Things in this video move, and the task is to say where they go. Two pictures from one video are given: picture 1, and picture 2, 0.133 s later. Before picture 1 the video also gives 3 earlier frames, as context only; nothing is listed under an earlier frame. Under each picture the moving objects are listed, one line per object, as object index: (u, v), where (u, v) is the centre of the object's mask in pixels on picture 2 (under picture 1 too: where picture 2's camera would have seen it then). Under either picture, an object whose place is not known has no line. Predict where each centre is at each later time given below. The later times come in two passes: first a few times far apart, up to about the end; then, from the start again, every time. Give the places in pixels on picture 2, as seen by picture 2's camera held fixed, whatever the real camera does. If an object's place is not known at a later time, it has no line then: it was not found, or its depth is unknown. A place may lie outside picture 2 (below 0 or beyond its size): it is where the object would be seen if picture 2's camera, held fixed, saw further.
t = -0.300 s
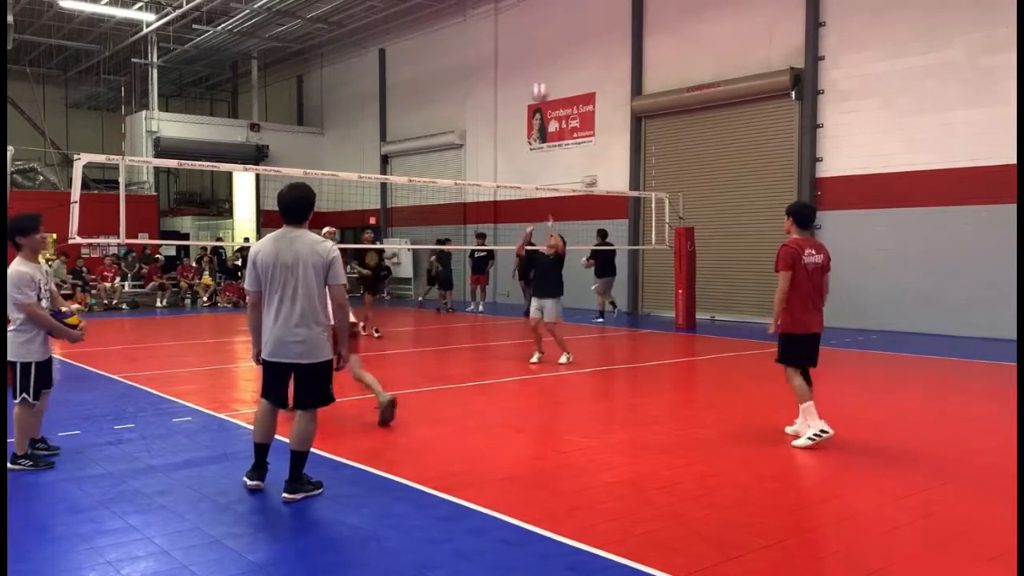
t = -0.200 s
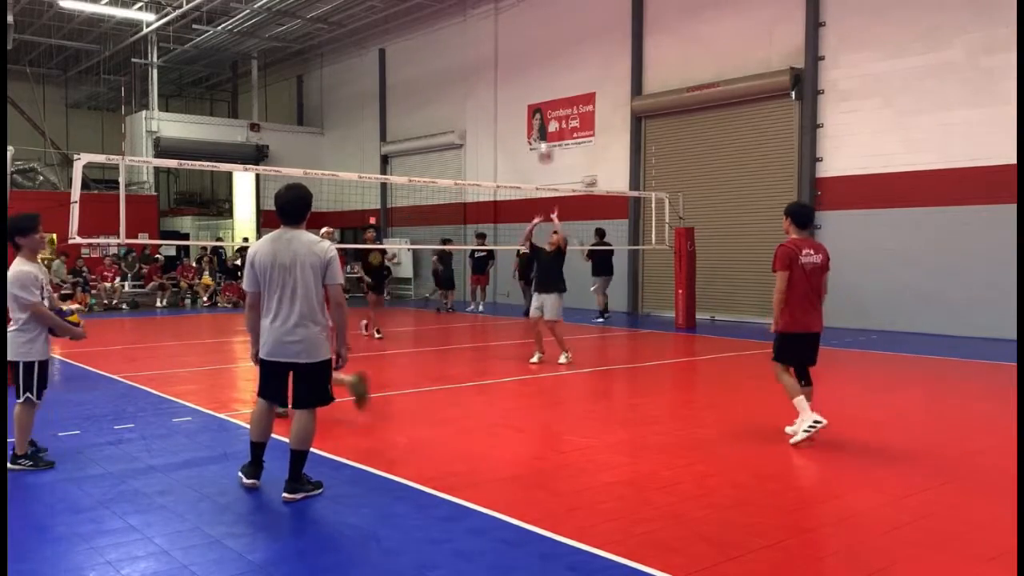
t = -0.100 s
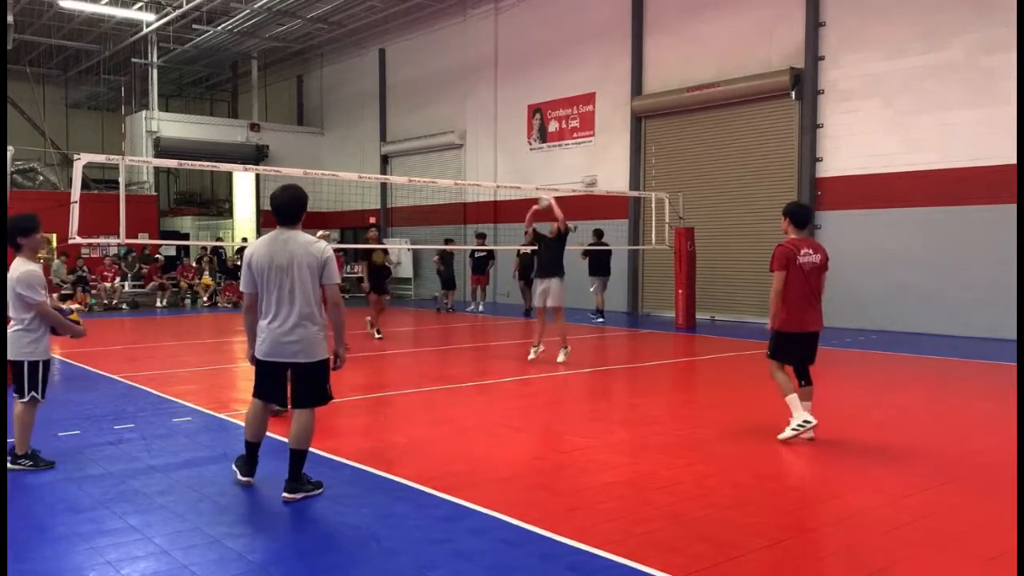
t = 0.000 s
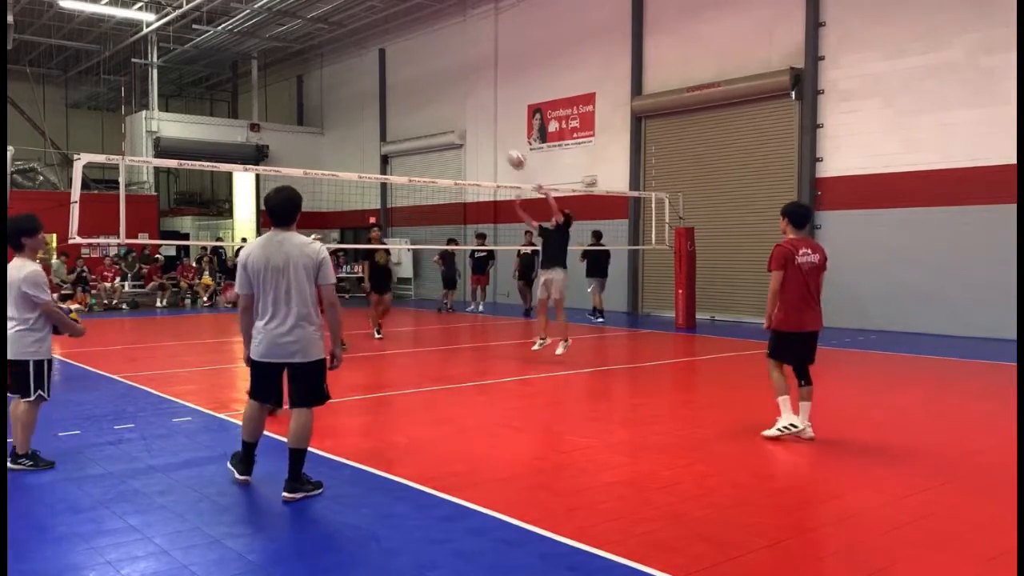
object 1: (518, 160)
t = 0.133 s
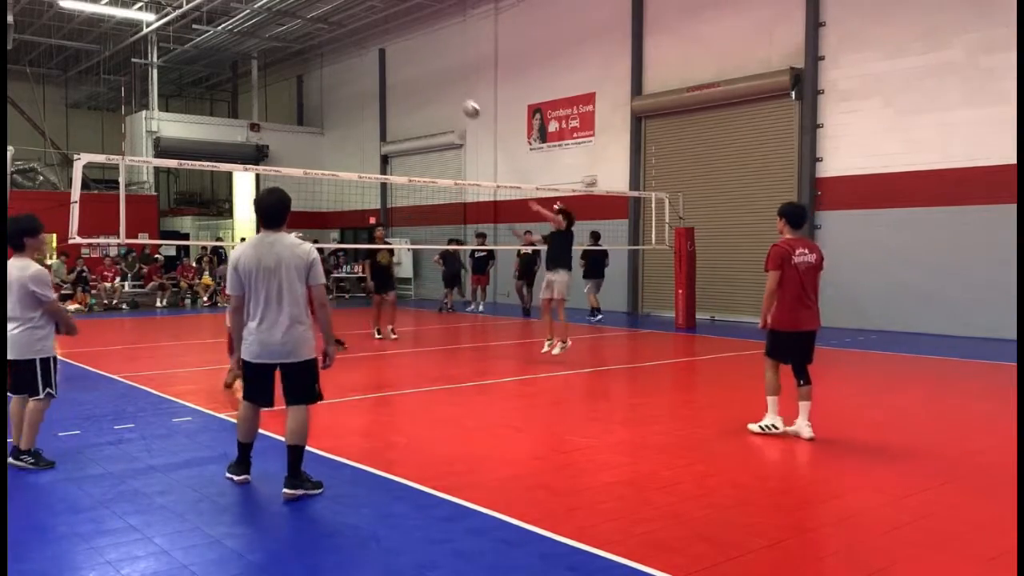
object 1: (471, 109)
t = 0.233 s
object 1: (437, 81)
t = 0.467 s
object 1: (357, 46)
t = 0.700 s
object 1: (275, 59)
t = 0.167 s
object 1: (460, 99)
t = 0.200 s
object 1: (449, 90)
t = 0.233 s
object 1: (437, 81)
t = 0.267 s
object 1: (426, 74)
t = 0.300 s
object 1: (414, 67)
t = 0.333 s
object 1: (402, 61)
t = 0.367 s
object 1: (391, 56)
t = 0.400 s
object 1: (380, 53)
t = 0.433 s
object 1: (368, 49)
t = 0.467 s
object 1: (357, 46)
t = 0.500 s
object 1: (345, 46)
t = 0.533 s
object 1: (333, 46)
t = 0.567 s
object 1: (322, 46)
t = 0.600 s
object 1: (310, 48)
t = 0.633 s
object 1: (299, 51)
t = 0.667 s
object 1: (287, 55)
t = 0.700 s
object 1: (275, 59)
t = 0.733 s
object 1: (264, 65)
